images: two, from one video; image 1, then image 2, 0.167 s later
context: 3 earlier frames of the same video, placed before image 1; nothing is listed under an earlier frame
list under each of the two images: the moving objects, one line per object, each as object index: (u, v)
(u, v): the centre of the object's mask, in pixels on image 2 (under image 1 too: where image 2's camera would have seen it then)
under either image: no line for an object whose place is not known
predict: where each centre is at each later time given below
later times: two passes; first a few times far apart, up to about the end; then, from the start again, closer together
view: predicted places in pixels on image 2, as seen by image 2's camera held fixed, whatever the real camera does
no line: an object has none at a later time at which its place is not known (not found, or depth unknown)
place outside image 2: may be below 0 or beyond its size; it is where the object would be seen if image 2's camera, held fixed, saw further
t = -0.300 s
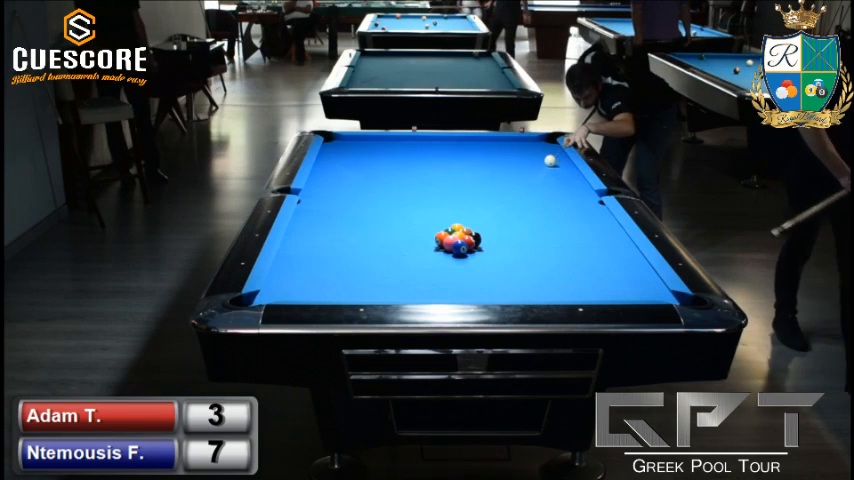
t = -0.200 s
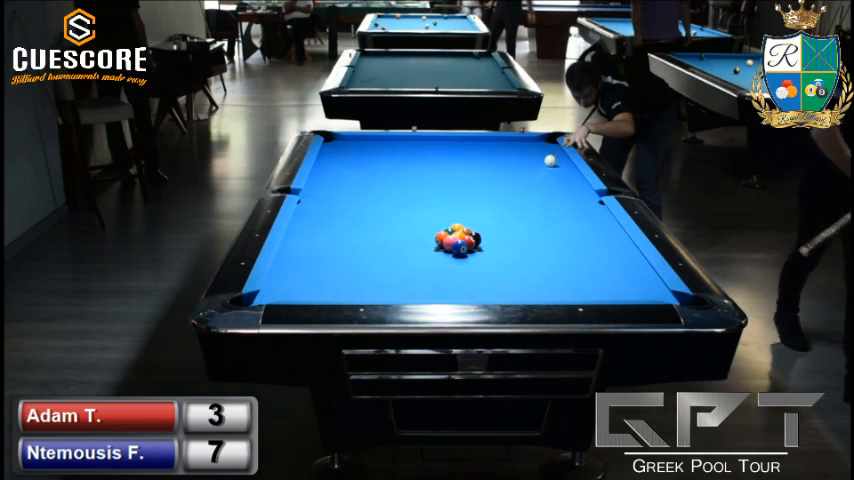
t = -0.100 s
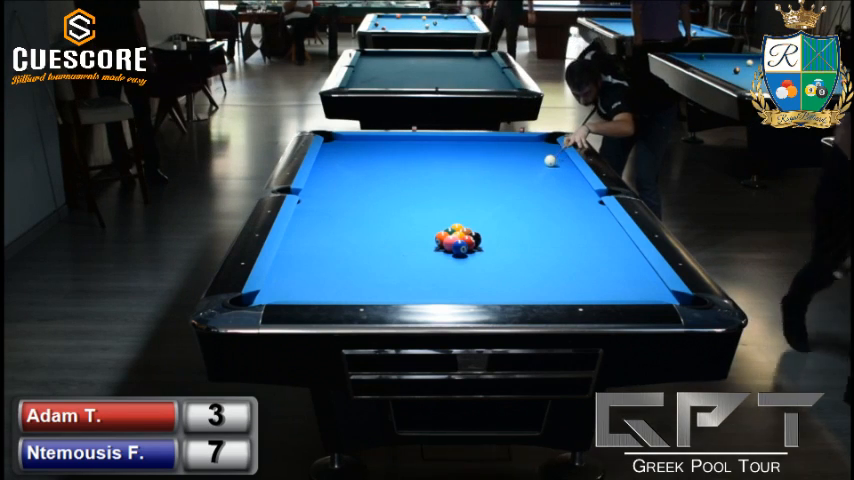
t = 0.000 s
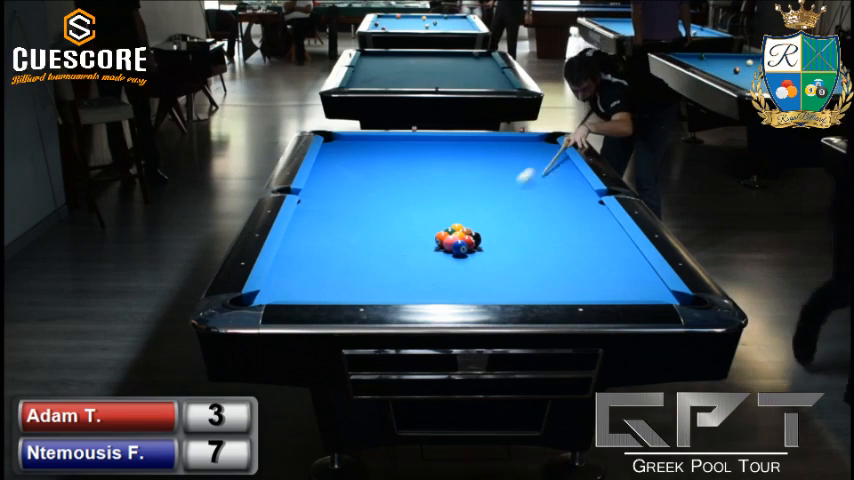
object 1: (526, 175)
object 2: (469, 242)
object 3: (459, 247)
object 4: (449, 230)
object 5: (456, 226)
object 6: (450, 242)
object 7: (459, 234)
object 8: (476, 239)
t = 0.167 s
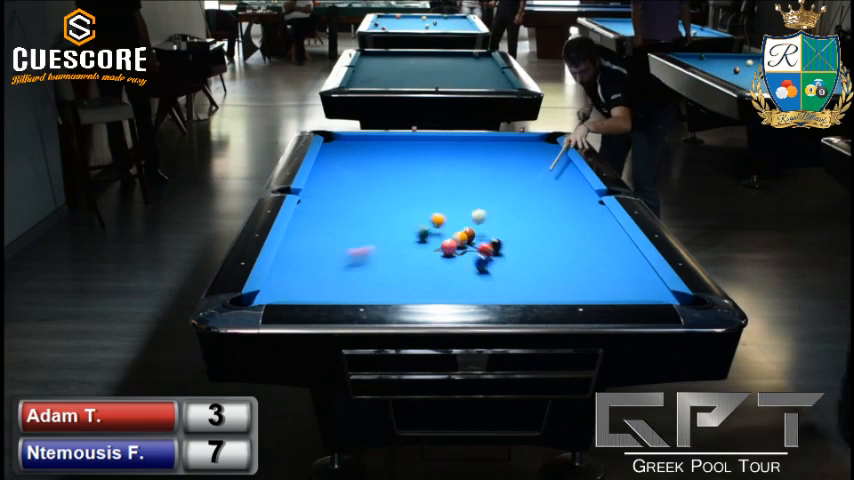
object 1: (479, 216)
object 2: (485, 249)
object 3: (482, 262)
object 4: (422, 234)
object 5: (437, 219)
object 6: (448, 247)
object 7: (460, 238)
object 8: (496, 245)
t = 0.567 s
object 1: (557, 233)
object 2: (585, 277)
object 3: (536, 287)
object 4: (304, 224)
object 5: (349, 199)
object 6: (436, 266)
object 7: (465, 239)
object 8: (625, 279)
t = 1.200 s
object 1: (621, 249)
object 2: (626, 268)
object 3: (572, 240)
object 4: (389, 209)
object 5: (357, 169)
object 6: (414, 295)
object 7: (469, 240)
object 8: (651, 284)
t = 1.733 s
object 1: (596, 254)
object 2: (570, 249)
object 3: (595, 211)
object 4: (459, 199)
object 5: (404, 151)
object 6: (400, 284)
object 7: (469, 240)
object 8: (648, 277)
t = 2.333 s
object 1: (573, 258)
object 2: (518, 232)
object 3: (571, 189)
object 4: (525, 189)
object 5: (449, 138)
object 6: (388, 272)
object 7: (469, 240)
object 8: (640, 273)
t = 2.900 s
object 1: (556, 262)
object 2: (478, 219)
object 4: (577, 181)
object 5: (498, 146)
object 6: (380, 263)
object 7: (469, 240)
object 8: (637, 272)
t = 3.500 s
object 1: (544, 264)
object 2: (443, 208)
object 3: (522, 158)
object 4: (552, 177)
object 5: (550, 154)
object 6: (374, 257)
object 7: (469, 240)
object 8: (636, 271)
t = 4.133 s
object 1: (538, 266)
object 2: (414, 200)
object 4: (527, 173)
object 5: (549, 162)
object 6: (371, 253)
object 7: (469, 240)
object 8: (636, 271)
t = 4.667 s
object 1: (536, 266)
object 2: (393, 194)
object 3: (489, 139)
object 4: (510, 171)
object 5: (533, 168)
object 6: (371, 253)
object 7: (469, 240)
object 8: (636, 272)
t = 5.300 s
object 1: (536, 266)
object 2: (375, 188)
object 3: (480, 141)
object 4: (496, 169)
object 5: (517, 174)
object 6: (371, 253)
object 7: (469, 240)
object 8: (636, 271)
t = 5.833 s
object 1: (536, 266)
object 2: (363, 185)
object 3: (474, 144)
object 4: (488, 169)
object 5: (505, 178)
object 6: (371, 252)
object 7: (469, 240)
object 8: (636, 271)
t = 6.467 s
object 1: (536, 266)
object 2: (353, 182)
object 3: (468, 147)
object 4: (485, 168)
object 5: (493, 181)
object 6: (371, 252)
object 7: (469, 240)
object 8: (636, 271)
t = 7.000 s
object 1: (536, 266)
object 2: (346, 180)
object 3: (465, 147)
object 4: (485, 168)
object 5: (486, 184)
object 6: (371, 252)
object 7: (469, 240)
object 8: (636, 271)
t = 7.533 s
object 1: (536, 266)
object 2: (342, 180)
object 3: (464, 148)
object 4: (485, 168)
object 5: (483, 185)
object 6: (371, 253)
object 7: (469, 240)
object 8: (636, 272)
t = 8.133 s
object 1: (536, 266)
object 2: (343, 180)
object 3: (463, 148)
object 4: (485, 168)
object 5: (482, 186)
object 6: (371, 252)
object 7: (469, 240)
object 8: (636, 272)
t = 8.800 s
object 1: (536, 266)
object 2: (343, 180)
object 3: (463, 148)
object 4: (485, 168)
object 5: (482, 186)
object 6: (371, 253)
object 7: (469, 240)
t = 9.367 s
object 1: (536, 266)
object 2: (343, 180)
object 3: (463, 148)
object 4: (485, 168)
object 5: (482, 186)
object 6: (371, 253)
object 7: (469, 240)
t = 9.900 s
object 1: (536, 266)
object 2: (343, 180)
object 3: (463, 147)
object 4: (485, 168)
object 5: (482, 186)
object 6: (371, 253)
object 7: (469, 240)
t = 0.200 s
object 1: (486, 216)
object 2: (493, 253)
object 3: (493, 270)
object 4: (410, 232)
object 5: (428, 218)
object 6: (447, 248)
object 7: (460, 239)
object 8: (506, 249)
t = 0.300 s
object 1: (509, 225)
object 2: (519, 264)
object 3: (528, 292)
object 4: (378, 230)
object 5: (403, 215)
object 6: (444, 253)
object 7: (461, 239)
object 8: (534, 258)
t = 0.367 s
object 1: (523, 226)
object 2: (534, 271)
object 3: (540, 292)
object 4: (359, 229)
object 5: (389, 211)
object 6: (442, 256)
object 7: (462, 239)
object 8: (552, 264)
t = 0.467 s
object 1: (541, 230)
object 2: (562, 277)
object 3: (544, 285)
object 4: (331, 227)
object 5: (368, 205)
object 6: (439, 261)
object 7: (464, 239)
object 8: (581, 272)
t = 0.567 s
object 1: (557, 233)
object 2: (585, 277)
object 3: (536, 287)
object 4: (304, 224)
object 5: (349, 199)
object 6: (436, 266)
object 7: (465, 239)
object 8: (625, 279)
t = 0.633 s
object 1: (568, 235)
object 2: (597, 278)
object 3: (538, 281)
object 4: (301, 223)
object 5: (336, 195)
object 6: (433, 269)
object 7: (466, 239)
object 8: (655, 284)
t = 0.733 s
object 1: (583, 239)
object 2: (614, 281)
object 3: (546, 274)
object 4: (319, 220)
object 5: (318, 189)
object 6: (430, 274)
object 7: (467, 239)
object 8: (630, 287)
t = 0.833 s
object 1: (598, 242)
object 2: (628, 279)
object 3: (552, 266)
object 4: (335, 217)
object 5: (316, 184)
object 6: (427, 279)
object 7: (468, 240)
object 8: (621, 289)
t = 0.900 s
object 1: (608, 244)
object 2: (636, 278)
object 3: (556, 261)
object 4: (345, 216)
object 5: (325, 181)
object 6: (425, 283)
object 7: (468, 240)
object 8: (631, 288)
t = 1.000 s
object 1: (624, 246)
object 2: (649, 275)
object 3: (562, 254)
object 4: (360, 214)
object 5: (336, 177)
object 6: (421, 288)
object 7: (468, 240)
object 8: (642, 287)
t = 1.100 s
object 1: (626, 249)
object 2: (638, 271)
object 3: (567, 247)
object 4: (375, 212)
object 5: (347, 173)
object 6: (418, 292)
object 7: (469, 240)
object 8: (656, 285)
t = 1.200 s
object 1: (621, 249)
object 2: (626, 268)
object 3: (572, 240)
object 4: (389, 209)
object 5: (357, 169)
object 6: (414, 295)
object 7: (469, 240)
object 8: (651, 284)
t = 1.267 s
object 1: (617, 249)
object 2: (619, 265)
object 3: (575, 236)
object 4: (399, 208)
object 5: (363, 167)
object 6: (412, 294)
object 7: (469, 240)
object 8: (651, 283)
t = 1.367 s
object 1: (613, 249)
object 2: (607, 262)
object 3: (580, 230)
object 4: (412, 206)
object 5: (373, 163)
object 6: (409, 293)
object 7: (469, 240)
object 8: (651, 281)
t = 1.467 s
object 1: (609, 251)
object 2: (596, 258)
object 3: (584, 225)
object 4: (425, 204)
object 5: (382, 160)
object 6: (406, 290)
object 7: (469, 240)
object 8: (652, 280)
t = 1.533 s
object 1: (606, 252)
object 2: (590, 256)
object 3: (587, 221)
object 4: (434, 203)
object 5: (388, 157)
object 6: (405, 289)
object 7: (469, 240)
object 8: (651, 280)
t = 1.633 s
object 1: (601, 253)
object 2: (579, 252)
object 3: (591, 216)
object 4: (446, 201)
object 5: (396, 154)
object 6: (402, 287)
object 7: (469, 240)
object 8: (650, 278)
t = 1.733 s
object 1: (596, 254)
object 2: (570, 249)
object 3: (595, 211)
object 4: (459, 199)
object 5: (404, 151)
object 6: (400, 284)
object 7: (469, 240)
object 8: (648, 277)
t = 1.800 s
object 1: (593, 254)
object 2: (563, 247)
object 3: (597, 207)
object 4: (466, 197)
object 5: (409, 149)
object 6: (398, 283)
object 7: (469, 240)
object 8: (647, 276)
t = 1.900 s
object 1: (589, 255)
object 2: (554, 244)
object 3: (596, 204)
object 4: (478, 196)
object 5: (417, 146)
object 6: (396, 281)
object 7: (469, 240)
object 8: (646, 275)
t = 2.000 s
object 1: (585, 256)
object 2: (545, 241)
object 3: (590, 200)
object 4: (489, 194)
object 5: (424, 143)
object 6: (394, 278)
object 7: (469, 240)
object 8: (644, 275)
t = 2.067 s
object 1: (583, 256)
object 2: (539, 239)
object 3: (586, 198)
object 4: (497, 193)
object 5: (429, 142)
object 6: (393, 277)
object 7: (469, 240)
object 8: (644, 274)
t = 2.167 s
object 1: (579, 257)
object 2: (531, 236)
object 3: (580, 194)
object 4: (508, 192)
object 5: (436, 139)
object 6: (391, 275)
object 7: (469, 240)
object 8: (642, 274)
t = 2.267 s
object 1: (575, 258)
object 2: (523, 234)
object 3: (574, 191)
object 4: (518, 190)
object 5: (443, 137)
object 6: (389, 273)
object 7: (469, 240)
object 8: (641, 273)
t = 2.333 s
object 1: (573, 258)
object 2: (518, 232)
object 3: (571, 189)
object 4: (525, 189)
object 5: (449, 138)
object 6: (388, 272)
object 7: (469, 240)
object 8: (640, 273)
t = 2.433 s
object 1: (570, 259)
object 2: (510, 229)
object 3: (566, 185)
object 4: (534, 187)
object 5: (457, 139)
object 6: (386, 270)
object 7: (469, 240)
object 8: (640, 272)
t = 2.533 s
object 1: (566, 260)
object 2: (504, 224)
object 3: (561, 182)
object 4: (544, 186)
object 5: (467, 141)
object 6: (385, 269)
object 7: (469, 240)
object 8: (639, 272)
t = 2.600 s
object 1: (564, 260)
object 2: (497, 222)
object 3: (558, 180)
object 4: (550, 185)
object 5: (472, 142)
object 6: (384, 267)
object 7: (469, 240)
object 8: (638, 271)
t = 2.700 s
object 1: (561, 260)
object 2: (490, 223)
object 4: (559, 184)
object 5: (481, 143)
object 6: (383, 266)
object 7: (469, 240)
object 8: (638, 271)
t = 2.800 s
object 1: (559, 261)
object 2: (484, 222)
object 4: (568, 182)
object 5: (489, 145)
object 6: (381, 265)
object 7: (469, 240)
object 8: (637, 271)
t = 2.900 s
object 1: (556, 262)
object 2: (478, 219)
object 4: (577, 181)
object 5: (498, 146)
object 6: (380, 263)
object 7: (469, 240)
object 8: (637, 272)
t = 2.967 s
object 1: (554, 262)
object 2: (473, 218)
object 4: (579, 180)
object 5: (504, 147)
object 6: (379, 262)
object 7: (469, 240)
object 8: (637, 272)
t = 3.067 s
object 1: (552, 262)
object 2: (467, 216)
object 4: (574, 180)
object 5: (513, 148)
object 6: (378, 261)
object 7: (469, 240)
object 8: (637, 271)
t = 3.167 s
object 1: (550, 263)
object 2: (461, 214)
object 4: (569, 179)
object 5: (522, 150)
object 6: (377, 260)
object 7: (469, 240)
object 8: (636, 271)
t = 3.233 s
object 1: (549, 263)
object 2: (458, 213)
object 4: (565, 178)
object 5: (527, 151)
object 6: (377, 259)
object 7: (469, 240)
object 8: (636, 272)
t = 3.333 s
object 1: (547, 264)
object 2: (452, 211)
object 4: (560, 178)
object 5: (536, 152)
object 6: (375, 258)
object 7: (469, 240)
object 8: (636, 272)
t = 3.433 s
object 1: (545, 264)
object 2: (447, 210)
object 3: (524, 159)
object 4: (556, 177)
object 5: (544, 154)
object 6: (375, 258)
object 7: (469, 240)
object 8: (636, 272)
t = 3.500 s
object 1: (544, 264)
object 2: (443, 208)
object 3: (522, 158)
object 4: (552, 177)
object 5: (550, 154)
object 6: (374, 257)
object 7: (469, 240)
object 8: (636, 271)
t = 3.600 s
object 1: (543, 265)
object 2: (438, 207)
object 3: (519, 156)
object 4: (548, 176)
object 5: (558, 156)
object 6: (373, 256)
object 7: (469, 240)
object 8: (636, 272)
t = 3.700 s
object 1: (541, 265)
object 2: (433, 206)
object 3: (516, 154)
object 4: (544, 175)
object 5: (562, 157)
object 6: (373, 256)
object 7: (469, 240)
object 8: (636, 271)
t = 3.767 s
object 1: (541, 265)
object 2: (430, 205)
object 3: (514, 152)
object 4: (541, 175)
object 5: (560, 158)
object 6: (372, 255)
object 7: (469, 240)
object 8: (636, 272)
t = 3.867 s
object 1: (540, 265)
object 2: (425, 203)
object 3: (511, 151)
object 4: (537, 174)
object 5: (557, 159)
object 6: (372, 255)
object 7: (469, 240)
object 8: (636, 272)
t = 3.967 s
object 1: (539, 265)
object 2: (421, 202)
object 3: (508, 149)
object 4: (533, 174)
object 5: (554, 160)
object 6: (371, 254)
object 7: (469, 240)
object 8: (636, 271)
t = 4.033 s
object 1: (538, 265)
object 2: (418, 201)
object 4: (530, 173)
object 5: (552, 161)
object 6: (371, 254)
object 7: (469, 240)
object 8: (636, 271)
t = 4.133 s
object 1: (538, 266)
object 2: (414, 200)
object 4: (527, 173)
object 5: (549, 162)
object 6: (371, 253)
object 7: (469, 240)
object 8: (636, 271)
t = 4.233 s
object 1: (537, 266)
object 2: (410, 198)
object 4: (523, 173)
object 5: (546, 163)
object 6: (371, 253)
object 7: (469, 240)
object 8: (636, 271)
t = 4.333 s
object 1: (537, 266)
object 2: (406, 197)
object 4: (520, 172)
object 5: (543, 164)
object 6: (371, 253)
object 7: (469, 240)
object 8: (636, 271)
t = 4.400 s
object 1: (536, 266)
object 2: (403, 197)
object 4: (518, 172)
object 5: (541, 165)
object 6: (371, 253)
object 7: (469, 240)
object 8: (636, 272)
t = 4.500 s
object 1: (536, 266)
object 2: (400, 195)
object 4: (515, 171)
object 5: (538, 166)
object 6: (371, 253)
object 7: (469, 240)
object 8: (636, 271)
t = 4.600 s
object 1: (536, 266)
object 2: (396, 194)
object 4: (512, 171)
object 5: (535, 167)
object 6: (371, 252)
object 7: (469, 240)
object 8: (636, 271)
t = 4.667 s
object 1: (536, 266)
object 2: (393, 194)
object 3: (489, 139)
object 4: (510, 171)
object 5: (533, 168)
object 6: (371, 253)
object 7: (469, 240)
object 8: (636, 272)
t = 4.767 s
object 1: (536, 266)
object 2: (390, 193)
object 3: (488, 138)
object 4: (508, 171)
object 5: (531, 169)
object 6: (371, 252)
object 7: (469, 240)
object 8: (636, 271)
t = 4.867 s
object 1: (536, 266)
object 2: (387, 192)
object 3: (486, 138)
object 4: (505, 170)
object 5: (528, 170)
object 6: (371, 252)
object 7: (469, 240)
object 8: (636, 271)
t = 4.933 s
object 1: (536, 266)
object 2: (385, 191)
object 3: (485, 139)
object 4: (504, 170)
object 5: (526, 170)
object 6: (371, 252)
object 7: (469, 240)
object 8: (636, 271)
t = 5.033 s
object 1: (536, 266)
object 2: (382, 190)
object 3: (484, 139)
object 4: (502, 170)
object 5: (524, 171)
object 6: (371, 252)
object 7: (469, 240)
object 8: (636, 271)
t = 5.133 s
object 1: (536, 266)
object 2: (379, 190)
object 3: (482, 140)
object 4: (499, 170)
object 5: (522, 172)
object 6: (371, 252)
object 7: (469, 240)
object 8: (636, 271)
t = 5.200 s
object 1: (536, 266)
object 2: (377, 189)
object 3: (481, 140)
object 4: (498, 169)
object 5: (520, 173)
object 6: (371, 252)
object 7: (469, 240)
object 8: (636, 271)
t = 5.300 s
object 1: (536, 266)
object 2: (375, 188)
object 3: (480, 141)
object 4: (496, 169)
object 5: (517, 174)
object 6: (371, 253)
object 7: (469, 240)
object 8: (636, 271)
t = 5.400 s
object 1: (536, 266)
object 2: (373, 187)
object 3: (479, 141)
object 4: (494, 169)
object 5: (515, 175)
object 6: (371, 252)
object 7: (469, 240)
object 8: (636, 271)
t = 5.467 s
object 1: (536, 266)
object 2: (371, 187)
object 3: (478, 141)
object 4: (493, 169)
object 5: (513, 175)
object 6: (371, 252)
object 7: (469, 240)
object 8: (636, 271)
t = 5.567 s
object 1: (536, 266)
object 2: (369, 186)
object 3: (477, 142)
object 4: (492, 169)
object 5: (511, 176)
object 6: (371, 252)
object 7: (469, 240)
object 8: (636, 271)
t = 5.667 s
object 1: (536, 266)
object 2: (366, 186)
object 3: (476, 143)
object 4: (490, 169)
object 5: (509, 176)
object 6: (371, 252)
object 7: (469, 240)
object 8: (636, 271)
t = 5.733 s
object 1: (536, 266)
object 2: (365, 185)
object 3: (475, 143)
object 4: (489, 169)
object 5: (508, 177)
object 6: (371, 252)
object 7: (469, 240)
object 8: (636, 271)
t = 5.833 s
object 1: (536, 266)
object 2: (363, 185)
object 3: (474, 144)
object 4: (488, 169)
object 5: (505, 178)
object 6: (371, 252)
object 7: (469, 240)
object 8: (636, 271)
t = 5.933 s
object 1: (536, 266)
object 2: (361, 184)
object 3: (473, 145)
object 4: (487, 169)
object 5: (503, 178)
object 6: (371, 252)
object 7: (469, 240)
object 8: (636, 271)
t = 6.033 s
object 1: (536, 266)
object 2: (359, 184)
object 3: (472, 145)
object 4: (487, 169)
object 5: (501, 179)
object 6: (371, 252)
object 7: (469, 240)
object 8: (636, 271)
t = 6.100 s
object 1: (536, 266)
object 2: (358, 183)
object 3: (471, 145)
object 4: (486, 169)
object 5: (500, 179)
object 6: (371, 252)
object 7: (469, 240)
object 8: (636, 271)
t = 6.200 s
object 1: (536, 266)
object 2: (357, 183)
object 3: (470, 145)
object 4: (486, 169)
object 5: (498, 180)
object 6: (371, 253)
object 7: (469, 240)
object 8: (636, 271)
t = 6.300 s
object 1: (536, 266)
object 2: (355, 183)
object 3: (469, 145)
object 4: (485, 169)
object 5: (496, 181)
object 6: (371, 252)
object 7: (469, 240)
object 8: (636, 271)
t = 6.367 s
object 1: (536, 266)
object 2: (354, 182)
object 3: (469, 146)
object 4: (485, 168)
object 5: (495, 181)
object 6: (371, 252)
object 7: (469, 240)
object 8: (636, 271)
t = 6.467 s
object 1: (536, 266)
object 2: (353, 182)
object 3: (468, 147)
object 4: (485, 168)
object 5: (493, 181)
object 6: (371, 252)
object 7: (469, 240)
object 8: (636, 271)
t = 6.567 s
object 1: (536, 266)
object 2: (351, 182)
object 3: (468, 146)
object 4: (485, 168)
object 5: (492, 182)
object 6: (371, 252)
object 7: (469, 240)
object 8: (636, 271)
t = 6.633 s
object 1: (536, 266)
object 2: (350, 181)
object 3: (467, 146)
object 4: (485, 168)
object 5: (491, 183)
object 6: (371, 252)
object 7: (469, 240)
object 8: (636, 271)
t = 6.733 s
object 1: (536, 266)
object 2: (349, 181)
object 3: (467, 147)
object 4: (485, 168)
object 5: (489, 183)
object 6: (371, 252)
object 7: (469, 240)
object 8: (636, 271)
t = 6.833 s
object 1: (536, 266)
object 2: (348, 181)
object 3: (466, 147)
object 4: (485, 168)
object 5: (488, 183)
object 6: (371, 252)
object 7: (469, 240)
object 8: (636, 271)
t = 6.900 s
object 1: (536, 266)
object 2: (347, 181)
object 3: (466, 147)
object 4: (485, 168)
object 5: (487, 184)
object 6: (371, 252)
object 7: (469, 240)
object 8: (636, 271)
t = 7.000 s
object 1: (536, 266)
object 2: (346, 180)
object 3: (465, 147)
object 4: (485, 168)
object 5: (486, 184)
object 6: (371, 252)
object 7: (469, 240)
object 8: (636, 271)
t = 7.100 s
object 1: (536, 266)
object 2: (346, 180)
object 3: (465, 148)
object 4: (485, 168)
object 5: (485, 184)
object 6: (371, 252)
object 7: (469, 240)
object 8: (636, 272)
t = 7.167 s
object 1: (536, 266)
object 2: (345, 180)
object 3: (465, 148)
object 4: (485, 168)
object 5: (485, 184)
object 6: (371, 253)
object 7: (469, 240)
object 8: (636, 272)
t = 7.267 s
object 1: (536, 266)
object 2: (344, 180)
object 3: (464, 148)
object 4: (485, 168)
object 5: (484, 185)
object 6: (371, 253)
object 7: (469, 240)
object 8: (636, 272)
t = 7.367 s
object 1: (536, 266)
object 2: (344, 180)
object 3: (464, 148)
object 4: (485, 168)
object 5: (484, 185)
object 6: (371, 253)
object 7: (469, 240)
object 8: (636, 272)
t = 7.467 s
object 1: (536, 266)
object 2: (343, 180)
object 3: (464, 148)
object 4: (485, 168)
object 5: (483, 185)
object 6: (371, 253)
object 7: (469, 240)
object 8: (636, 272)
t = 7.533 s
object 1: (536, 266)
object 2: (342, 180)
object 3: (464, 148)
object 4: (485, 168)
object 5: (483, 185)
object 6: (371, 253)
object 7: (469, 240)
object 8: (636, 272)
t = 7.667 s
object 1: (536, 266)
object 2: (342, 180)
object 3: (464, 148)
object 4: (485, 168)
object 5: (482, 185)
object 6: (371, 253)
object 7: (469, 240)
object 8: (636, 272)
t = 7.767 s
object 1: (536, 266)
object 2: (342, 180)
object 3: (463, 148)
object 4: (485, 168)
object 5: (482, 185)
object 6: (371, 253)
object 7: (469, 240)
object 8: (636, 272)
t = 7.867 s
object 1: (536, 266)
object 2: (342, 180)
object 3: (463, 148)
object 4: (485, 168)
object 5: (482, 185)
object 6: (371, 253)
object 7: (469, 240)
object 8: (636, 272)
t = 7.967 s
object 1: (536, 266)
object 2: (342, 180)
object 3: (463, 148)
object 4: (485, 168)
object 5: (482, 185)
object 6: (371, 253)
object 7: (469, 240)
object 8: (636, 272)
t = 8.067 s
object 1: (536, 266)
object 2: (343, 180)
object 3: (463, 148)
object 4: (485, 168)
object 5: (482, 186)
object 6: (371, 252)
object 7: (469, 240)
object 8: (636, 272)
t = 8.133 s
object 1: (536, 266)
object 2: (343, 180)
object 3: (463, 148)
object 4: (485, 168)
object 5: (482, 186)
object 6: (371, 252)
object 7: (469, 240)
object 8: (636, 272)
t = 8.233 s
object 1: (536, 266)
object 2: (343, 180)
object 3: (463, 148)
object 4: (485, 168)
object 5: (482, 186)
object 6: (371, 253)
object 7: (469, 240)
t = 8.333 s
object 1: (536, 266)
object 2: (343, 180)
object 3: (463, 148)
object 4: (485, 168)
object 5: (482, 186)
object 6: (371, 252)
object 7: (469, 240)
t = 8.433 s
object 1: (536, 266)
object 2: (343, 180)
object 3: (463, 148)
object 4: (485, 168)
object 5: (482, 186)
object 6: (371, 253)
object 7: (469, 240)
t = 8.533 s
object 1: (536, 266)
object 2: (343, 180)
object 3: (463, 148)
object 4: (485, 168)
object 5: (482, 186)
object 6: (371, 253)
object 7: (469, 240)
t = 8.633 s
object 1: (536, 266)
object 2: (343, 180)
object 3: (463, 148)
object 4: (485, 168)
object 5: (482, 186)
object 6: (371, 253)
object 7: (469, 240)
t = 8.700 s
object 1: (536, 266)
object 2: (343, 180)
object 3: (463, 148)
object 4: (485, 168)
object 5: (482, 186)
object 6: (371, 252)
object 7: (469, 240)
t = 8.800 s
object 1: (536, 266)
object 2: (343, 180)
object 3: (463, 148)
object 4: (485, 168)
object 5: (482, 186)
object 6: (371, 253)
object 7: (469, 240)
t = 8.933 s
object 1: (536, 266)
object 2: (343, 180)
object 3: (463, 148)
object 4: (485, 168)
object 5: (482, 186)
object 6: (371, 252)
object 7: (469, 240)
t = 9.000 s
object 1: (536, 266)
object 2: (343, 180)
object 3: (463, 148)
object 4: (485, 168)
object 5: (482, 186)
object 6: (371, 252)
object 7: (469, 240)
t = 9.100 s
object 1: (536, 266)
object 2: (343, 180)
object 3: (463, 148)
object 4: (485, 168)
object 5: (482, 186)
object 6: (371, 252)
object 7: (469, 240)
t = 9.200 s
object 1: (536, 266)
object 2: (343, 180)
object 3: (463, 148)
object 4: (485, 168)
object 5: (482, 186)
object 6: (371, 252)
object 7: (469, 240)
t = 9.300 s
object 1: (536, 266)
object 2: (343, 180)
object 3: (463, 148)
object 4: (485, 168)
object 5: (482, 186)
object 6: (371, 252)
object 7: (469, 240)
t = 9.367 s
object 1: (536, 266)
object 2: (343, 180)
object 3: (463, 148)
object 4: (485, 168)
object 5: (482, 186)
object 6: (371, 253)
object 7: (469, 240)
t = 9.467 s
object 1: (536, 266)
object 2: (343, 180)
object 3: (463, 148)
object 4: (485, 168)
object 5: (482, 186)
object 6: (371, 253)
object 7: (469, 240)
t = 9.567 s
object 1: (536, 266)
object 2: (343, 180)
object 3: (463, 148)
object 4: (485, 168)
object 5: (482, 186)
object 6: (371, 253)
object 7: (469, 240)
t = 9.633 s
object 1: (536, 266)
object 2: (343, 180)
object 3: (463, 148)
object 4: (485, 168)
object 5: (482, 186)
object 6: (371, 253)
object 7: (469, 240)
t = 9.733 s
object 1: (536, 266)
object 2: (343, 180)
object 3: (463, 147)
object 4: (485, 168)
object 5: (482, 186)
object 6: (371, 253)
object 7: (469, 240)
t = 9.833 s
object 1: (536, 266)
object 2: (343, 180)
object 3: (463, 147)
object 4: (485, 168)
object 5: (482, 186)
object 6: (371, 253)
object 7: (469, 240)
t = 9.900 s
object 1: (536, 266)
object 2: (343, 180)
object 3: (463, 147)
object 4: (485, 168)
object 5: (482, 186)
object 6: (371, 253)
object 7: (469, 240)
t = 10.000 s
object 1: (536, 266)
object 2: (343, 180)
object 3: (463, 147)
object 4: (485, 168)
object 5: (482, 186)
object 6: (371, 253)
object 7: (469, 240)
